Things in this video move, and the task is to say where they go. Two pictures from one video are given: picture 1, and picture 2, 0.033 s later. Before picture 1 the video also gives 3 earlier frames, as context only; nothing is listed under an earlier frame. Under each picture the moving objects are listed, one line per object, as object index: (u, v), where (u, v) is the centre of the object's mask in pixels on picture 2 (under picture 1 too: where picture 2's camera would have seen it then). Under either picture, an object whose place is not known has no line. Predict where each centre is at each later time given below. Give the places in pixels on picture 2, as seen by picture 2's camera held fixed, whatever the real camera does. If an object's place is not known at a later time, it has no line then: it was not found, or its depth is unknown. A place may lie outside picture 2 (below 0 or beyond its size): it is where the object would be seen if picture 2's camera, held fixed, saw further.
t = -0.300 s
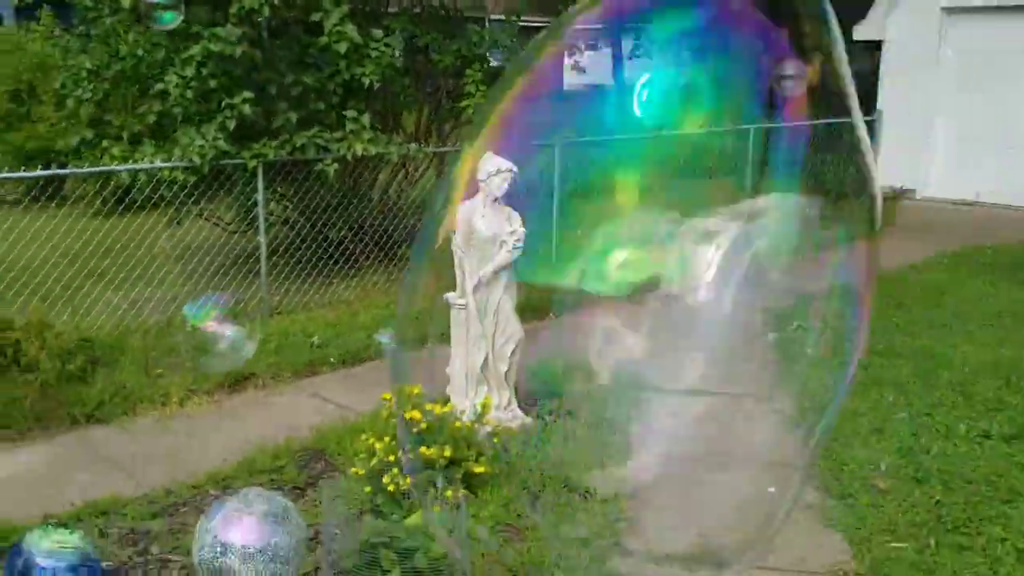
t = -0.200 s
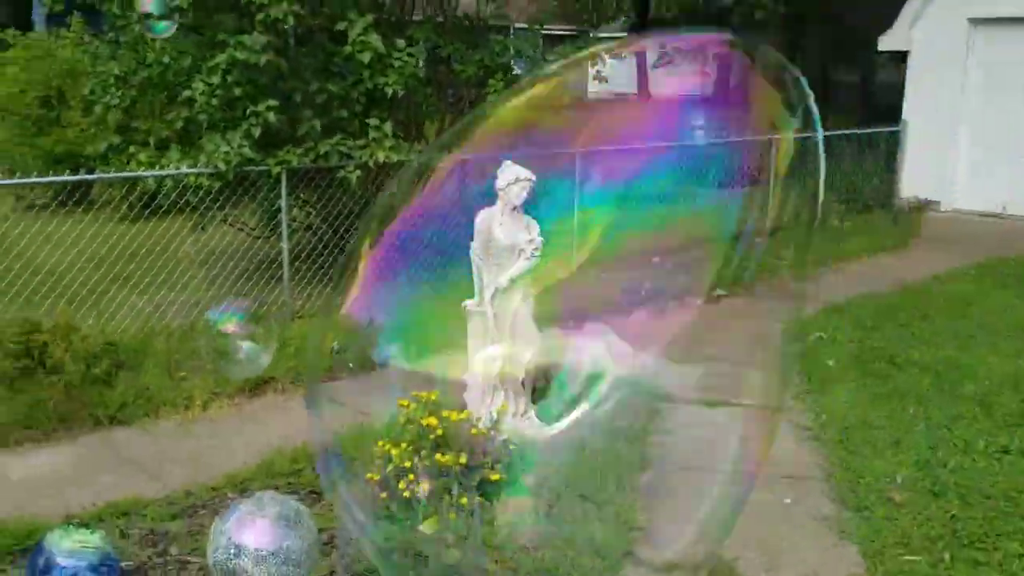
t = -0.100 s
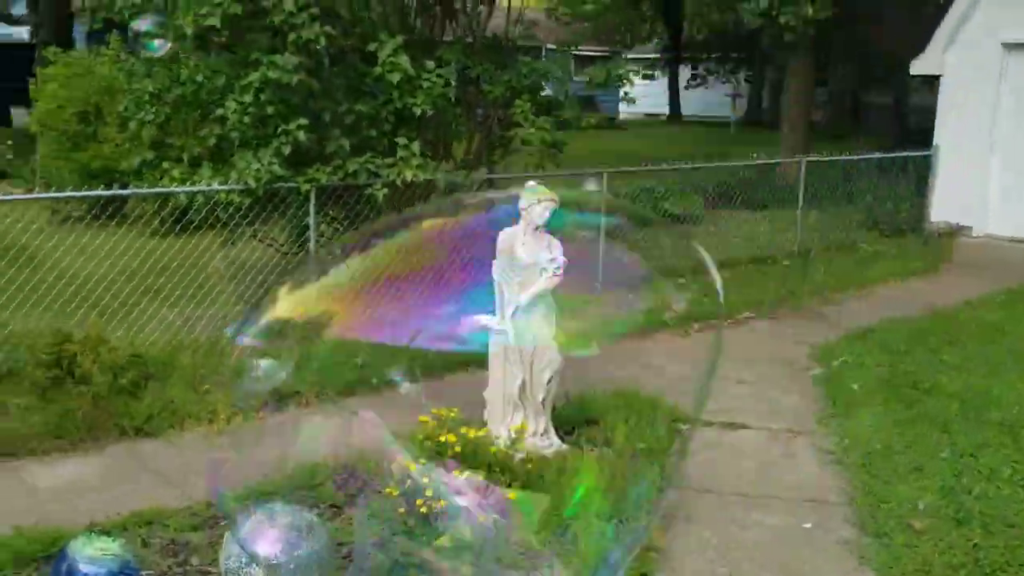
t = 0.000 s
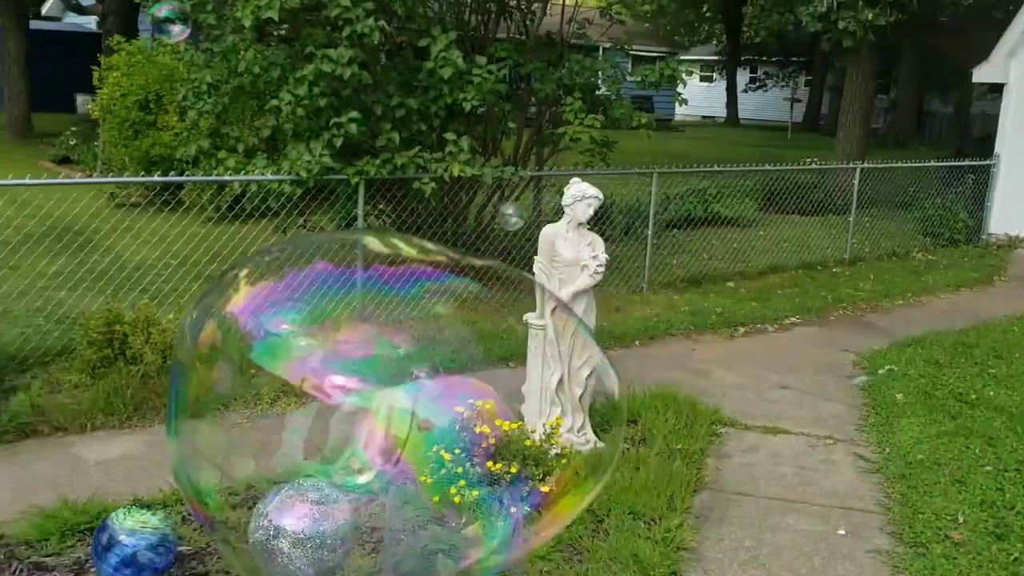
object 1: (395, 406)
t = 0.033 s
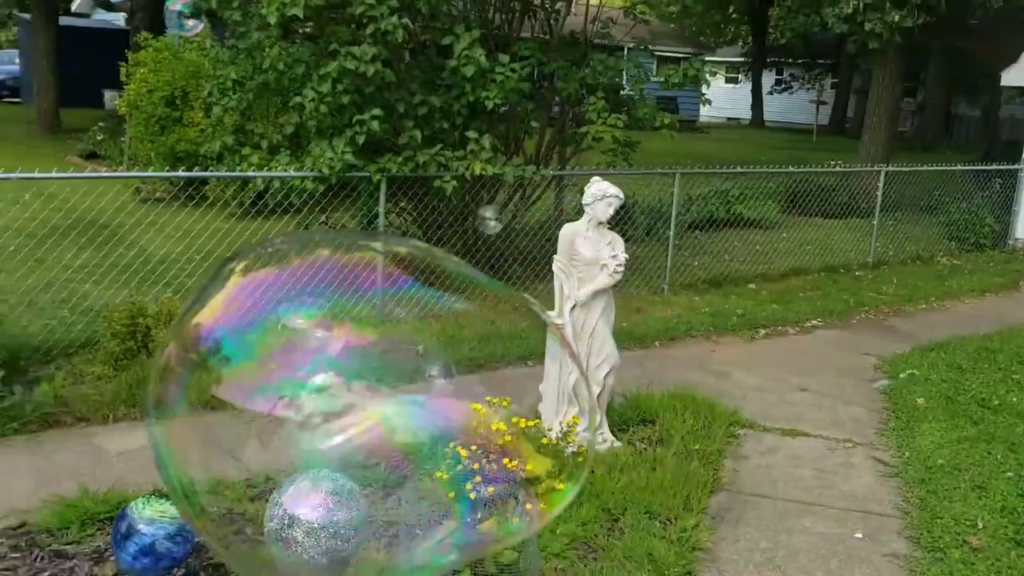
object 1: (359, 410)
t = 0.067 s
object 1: (321, 418)
